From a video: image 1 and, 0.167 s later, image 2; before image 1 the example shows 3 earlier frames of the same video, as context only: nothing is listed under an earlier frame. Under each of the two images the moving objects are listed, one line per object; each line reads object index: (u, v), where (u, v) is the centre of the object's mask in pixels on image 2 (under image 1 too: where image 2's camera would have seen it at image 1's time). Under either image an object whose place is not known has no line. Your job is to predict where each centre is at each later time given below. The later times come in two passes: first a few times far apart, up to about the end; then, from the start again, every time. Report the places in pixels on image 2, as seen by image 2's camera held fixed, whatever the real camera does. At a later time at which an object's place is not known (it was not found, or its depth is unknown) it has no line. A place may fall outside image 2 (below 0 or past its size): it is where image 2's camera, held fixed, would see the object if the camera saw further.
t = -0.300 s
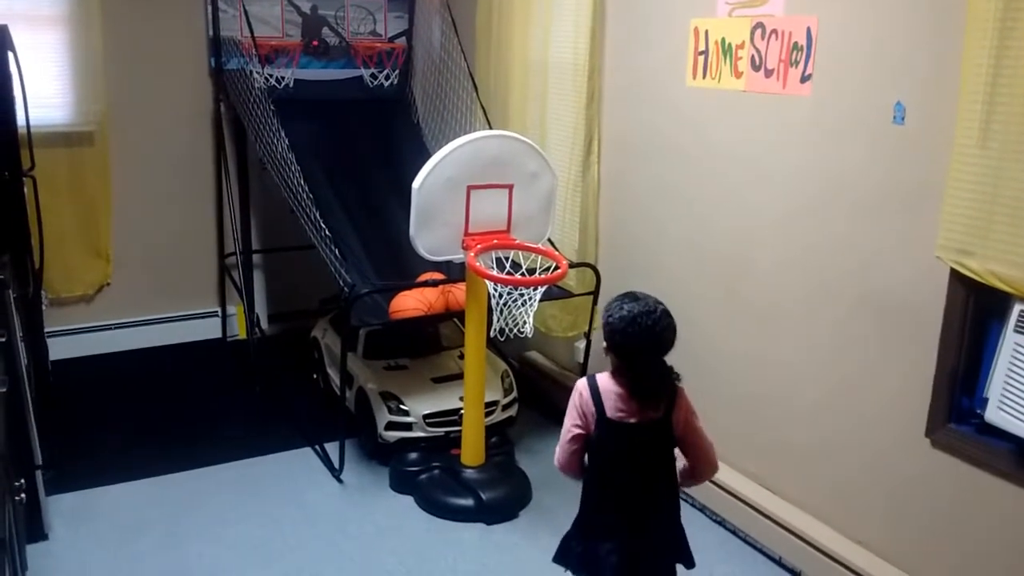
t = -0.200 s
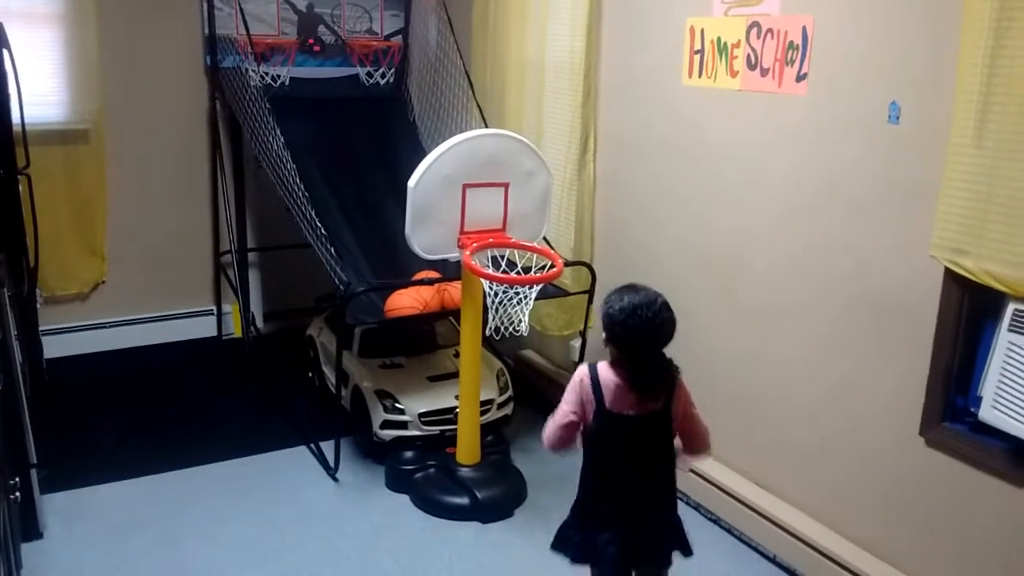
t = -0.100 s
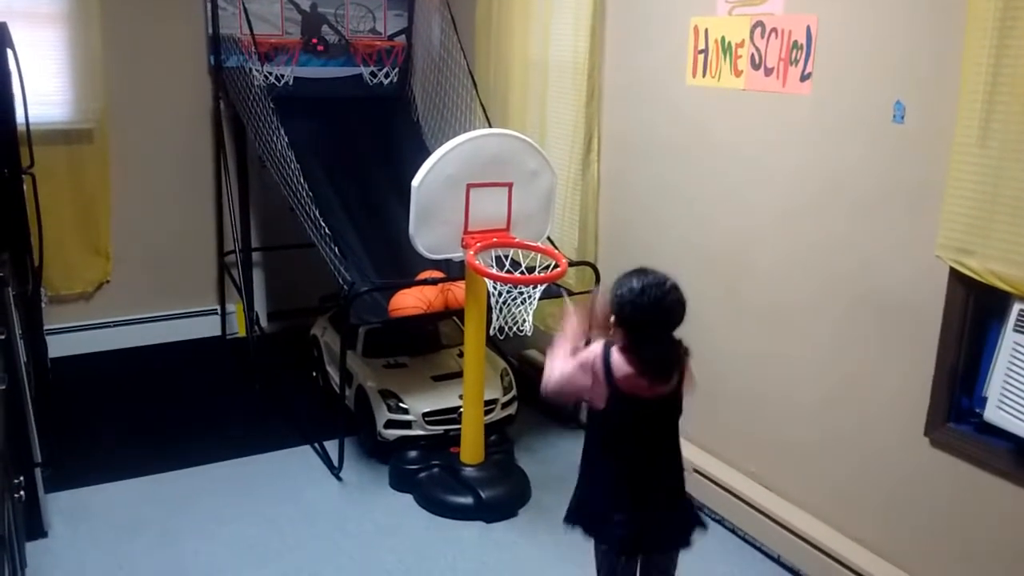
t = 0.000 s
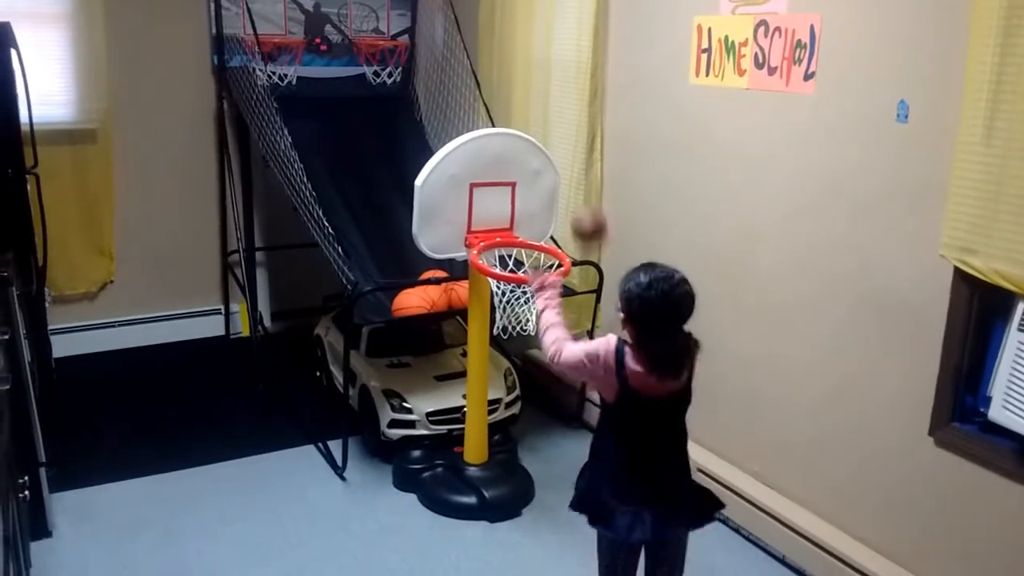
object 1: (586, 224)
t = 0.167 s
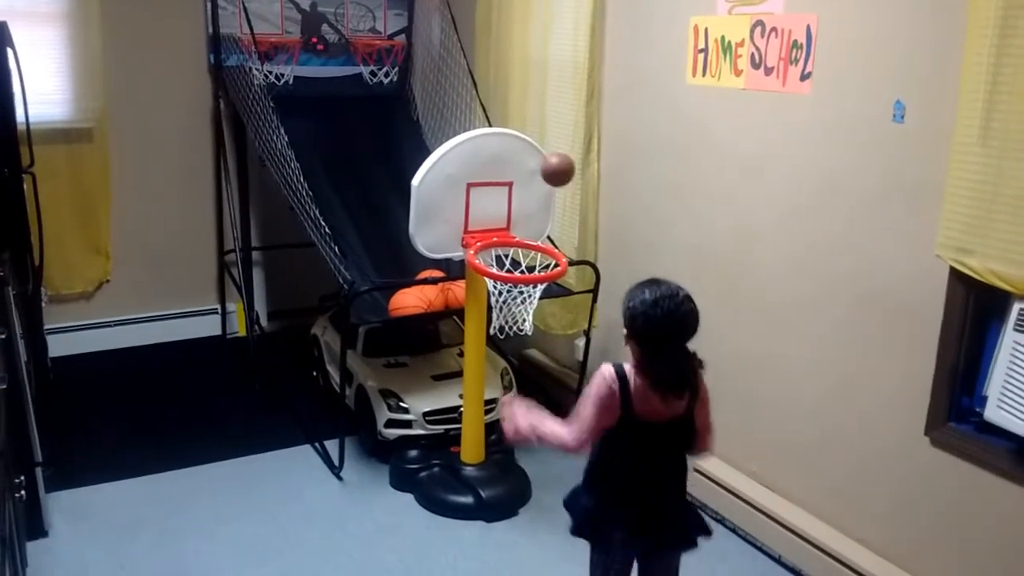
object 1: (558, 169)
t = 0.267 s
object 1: (542, 180)
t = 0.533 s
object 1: (529, 246)
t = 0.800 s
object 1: (529, 261)
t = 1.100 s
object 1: (537, 334)
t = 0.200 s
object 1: (553, 170)
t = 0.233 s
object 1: (548, 173)
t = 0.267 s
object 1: (542, 180)
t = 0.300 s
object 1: (538, 191)
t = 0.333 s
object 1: (532, 204)
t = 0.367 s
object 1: (527, 219)
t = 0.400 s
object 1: (523, 233)
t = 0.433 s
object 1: (525, 232)
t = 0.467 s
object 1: (526, 233)
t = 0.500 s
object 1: (528, 237)
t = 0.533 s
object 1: (529, 246)
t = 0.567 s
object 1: (529, 258)
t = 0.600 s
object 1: (529, 260)
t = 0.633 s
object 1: (529, 260)
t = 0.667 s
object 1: (529, 260)
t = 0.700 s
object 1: (529, 261)
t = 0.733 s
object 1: (529, 262)
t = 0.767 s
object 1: (529, 262)
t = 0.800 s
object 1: (529, 261)
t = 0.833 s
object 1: (530, 261)
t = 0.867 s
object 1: (530, 261)
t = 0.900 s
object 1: (531, 263)
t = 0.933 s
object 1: (532, 266)
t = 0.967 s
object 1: (533, 273)
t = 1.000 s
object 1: (535, 281)
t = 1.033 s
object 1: (536, 294)
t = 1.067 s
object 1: (538, 311)
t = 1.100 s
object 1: (537, 334)
